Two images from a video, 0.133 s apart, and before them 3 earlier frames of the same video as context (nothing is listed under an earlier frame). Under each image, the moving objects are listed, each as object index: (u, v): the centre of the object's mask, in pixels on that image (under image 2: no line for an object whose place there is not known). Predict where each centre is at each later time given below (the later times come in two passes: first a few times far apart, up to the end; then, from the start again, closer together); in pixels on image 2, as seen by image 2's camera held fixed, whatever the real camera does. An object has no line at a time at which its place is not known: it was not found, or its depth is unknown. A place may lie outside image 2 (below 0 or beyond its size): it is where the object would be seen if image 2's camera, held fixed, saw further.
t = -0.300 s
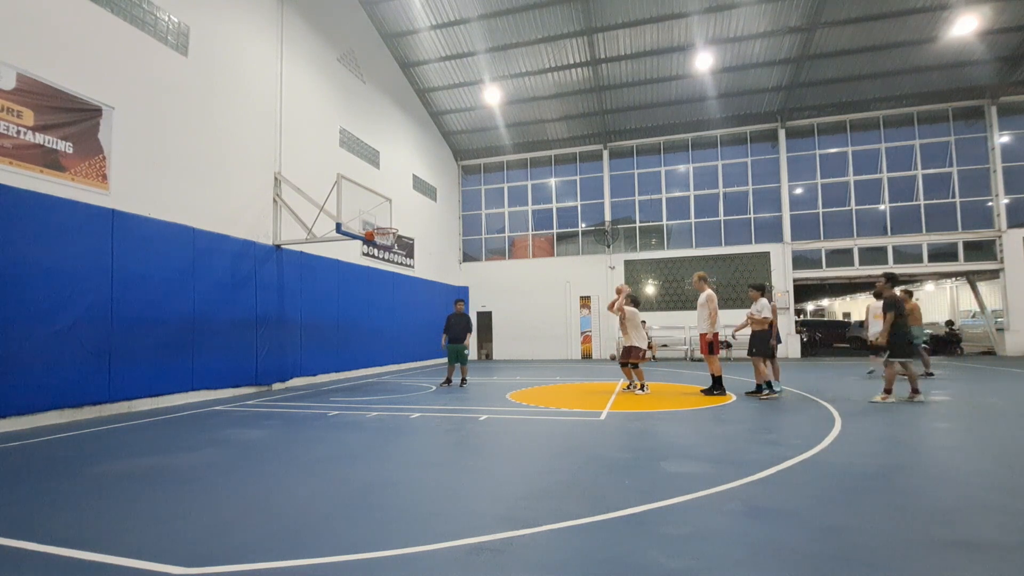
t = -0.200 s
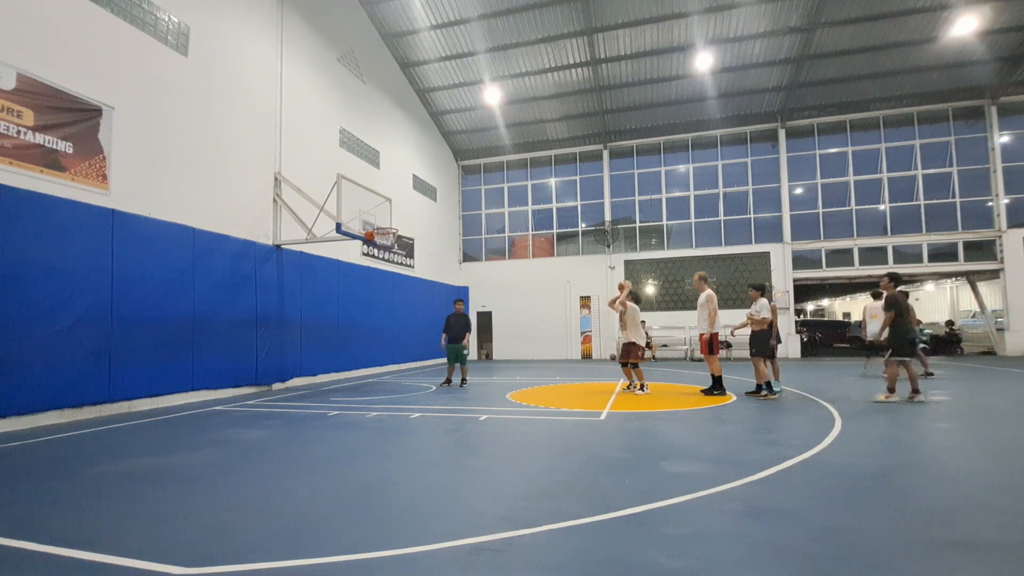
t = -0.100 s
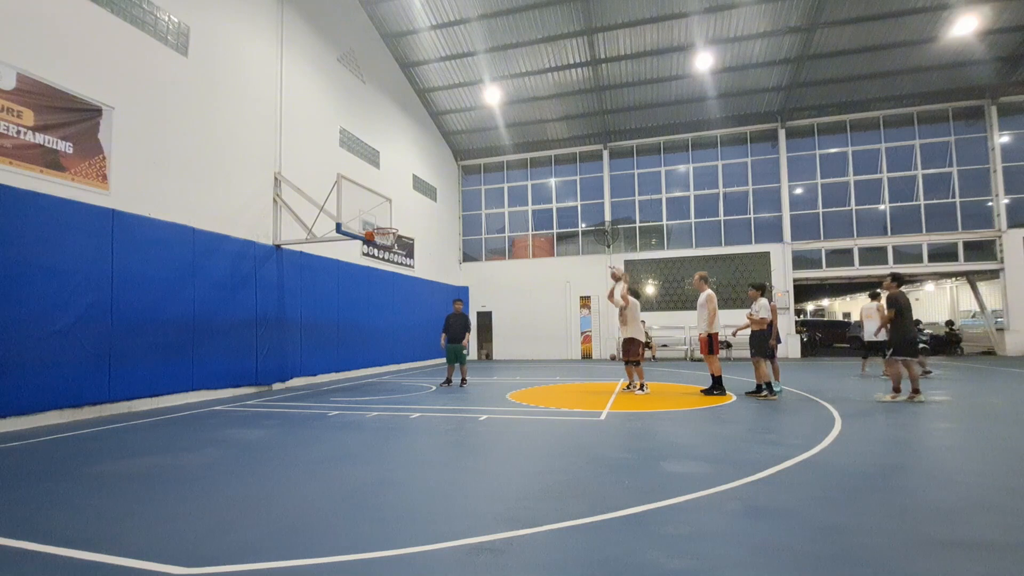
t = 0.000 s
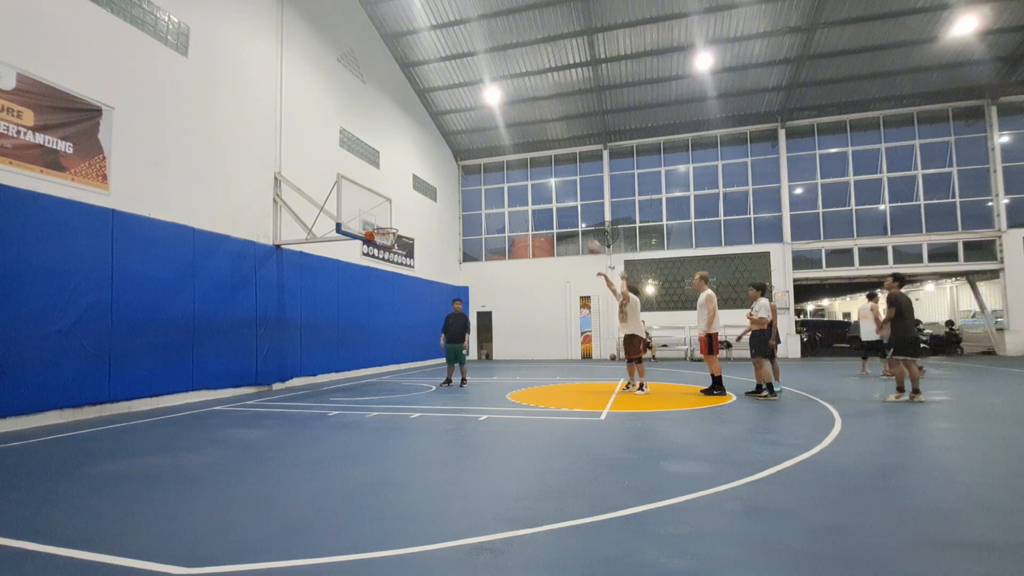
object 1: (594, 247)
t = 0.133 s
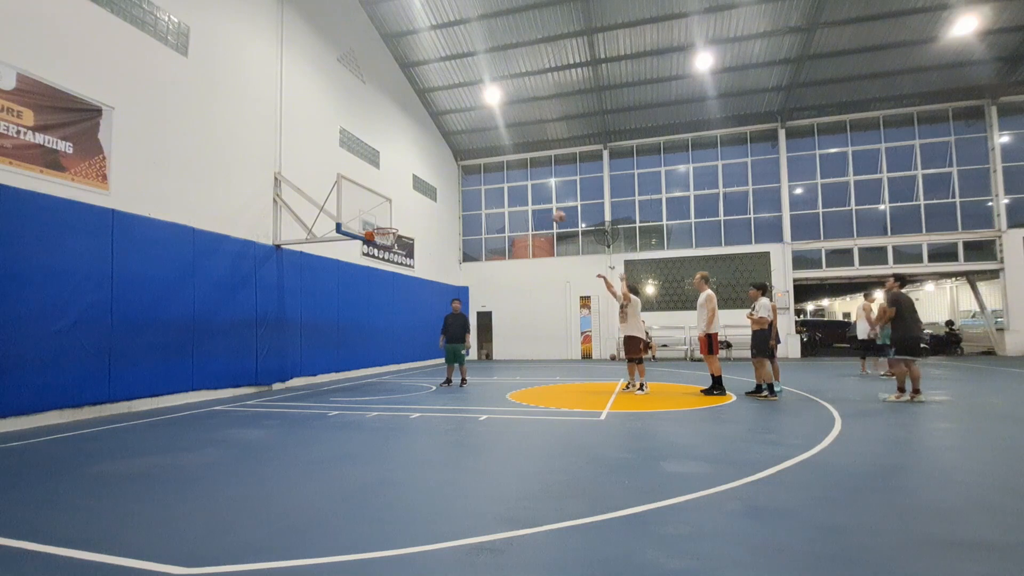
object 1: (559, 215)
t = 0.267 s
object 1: (523, 195)
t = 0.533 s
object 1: (462, 185)
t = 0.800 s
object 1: (404, 209)
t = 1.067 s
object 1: (387, 214)
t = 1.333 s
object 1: (398, 217)
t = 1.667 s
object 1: (418, 293)
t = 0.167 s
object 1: (550, 210)
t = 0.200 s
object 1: (540, 204)
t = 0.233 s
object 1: (533, 200)
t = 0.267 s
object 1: (523, 195)
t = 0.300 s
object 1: (516, 192)
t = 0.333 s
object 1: (509, 191)
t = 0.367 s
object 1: (500, 188)
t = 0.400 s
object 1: (492, 186)
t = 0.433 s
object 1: (484, 185)
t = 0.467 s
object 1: (476, 183)
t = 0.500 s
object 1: (469, 184)
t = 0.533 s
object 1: (462, 185)
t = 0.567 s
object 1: (454, 186)
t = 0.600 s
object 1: (447, 190)
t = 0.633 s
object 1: (439, 192)
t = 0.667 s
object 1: (432, 193)
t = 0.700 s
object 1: (426, 196)
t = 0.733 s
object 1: (418, 200)
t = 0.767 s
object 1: (411, 204)
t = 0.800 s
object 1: (404, 209)
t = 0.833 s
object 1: (397, 215)
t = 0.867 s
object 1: (390, 220)
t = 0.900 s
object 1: (382, 228)
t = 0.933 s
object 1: (382, 226)
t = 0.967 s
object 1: (383, 222)
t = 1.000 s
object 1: (384, 219)
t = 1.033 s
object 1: (386, 216)
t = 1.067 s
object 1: (387, 214)
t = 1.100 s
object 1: (388, 212)
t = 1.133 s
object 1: (390, 211)
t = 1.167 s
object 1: (391, 210)
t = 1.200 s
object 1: (392, 211)
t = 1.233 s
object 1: (394, 211)
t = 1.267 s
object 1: (395, 212)
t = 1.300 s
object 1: (397, 214)
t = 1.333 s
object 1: (398, 217)
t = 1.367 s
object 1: (400, 220)
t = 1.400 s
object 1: (402, 225)
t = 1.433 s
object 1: (404, 230)
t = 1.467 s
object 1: (406, 236)
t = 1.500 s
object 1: (410, 242)
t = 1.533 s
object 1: (410, 250)
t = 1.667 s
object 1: (418, 293)
